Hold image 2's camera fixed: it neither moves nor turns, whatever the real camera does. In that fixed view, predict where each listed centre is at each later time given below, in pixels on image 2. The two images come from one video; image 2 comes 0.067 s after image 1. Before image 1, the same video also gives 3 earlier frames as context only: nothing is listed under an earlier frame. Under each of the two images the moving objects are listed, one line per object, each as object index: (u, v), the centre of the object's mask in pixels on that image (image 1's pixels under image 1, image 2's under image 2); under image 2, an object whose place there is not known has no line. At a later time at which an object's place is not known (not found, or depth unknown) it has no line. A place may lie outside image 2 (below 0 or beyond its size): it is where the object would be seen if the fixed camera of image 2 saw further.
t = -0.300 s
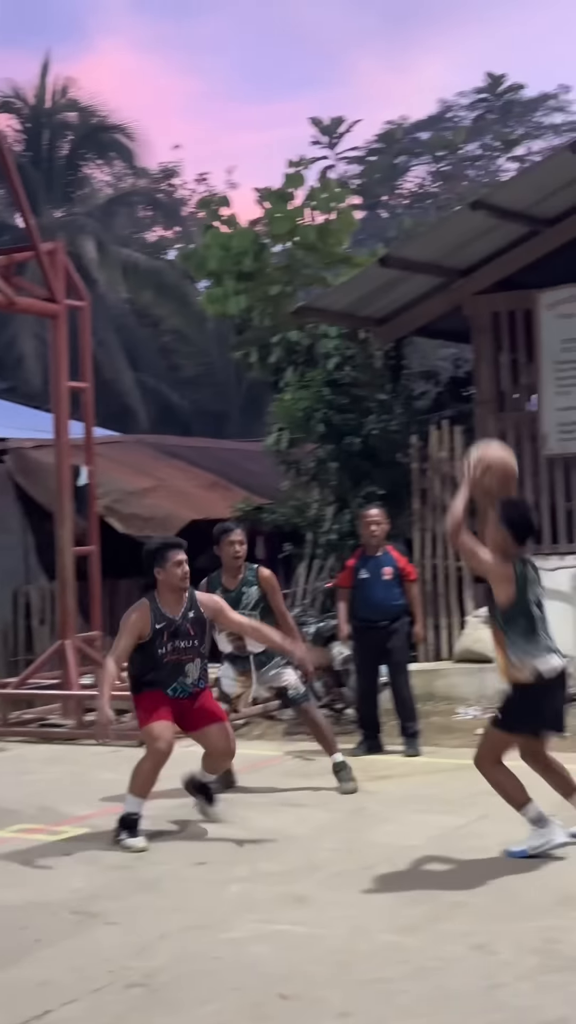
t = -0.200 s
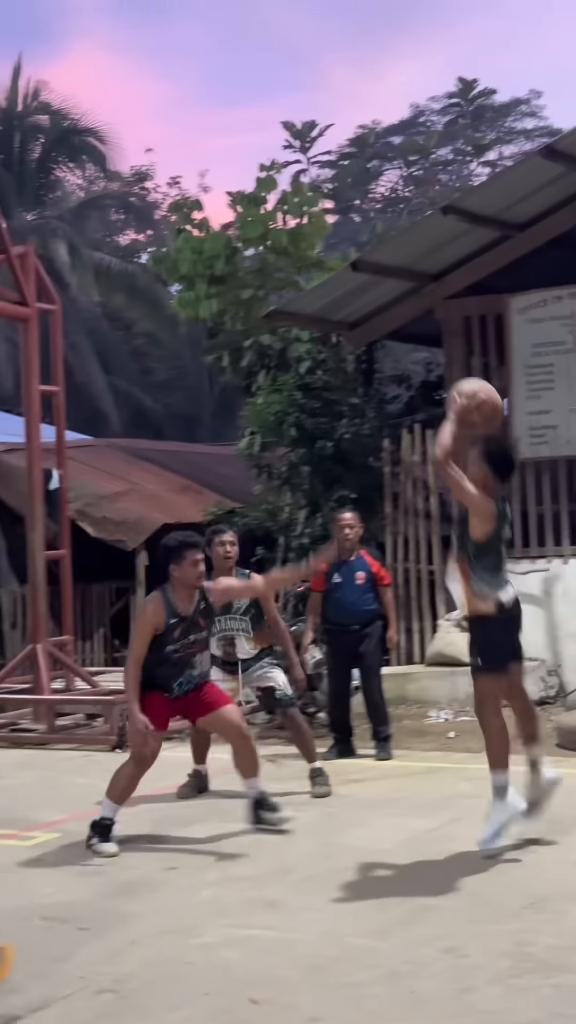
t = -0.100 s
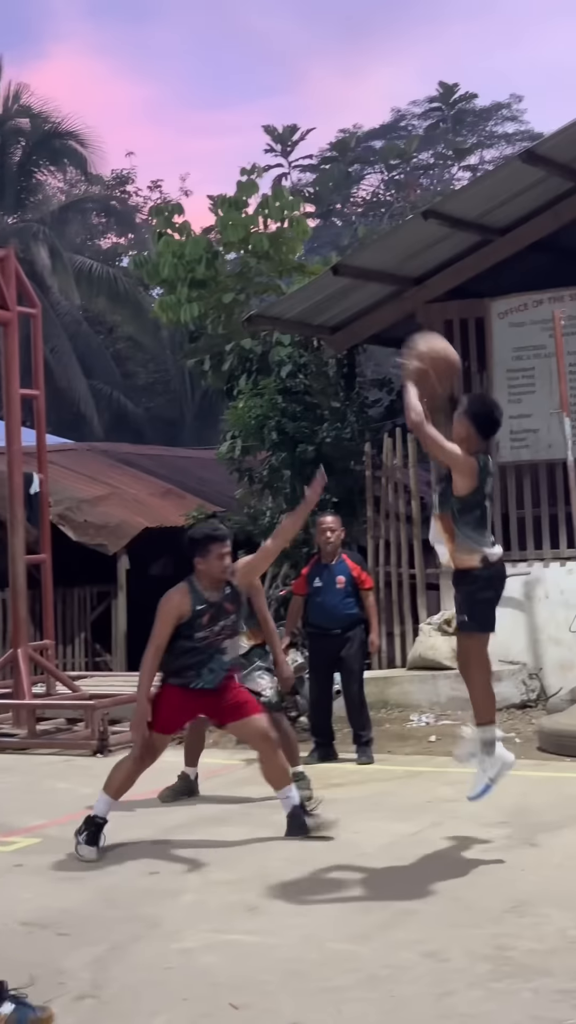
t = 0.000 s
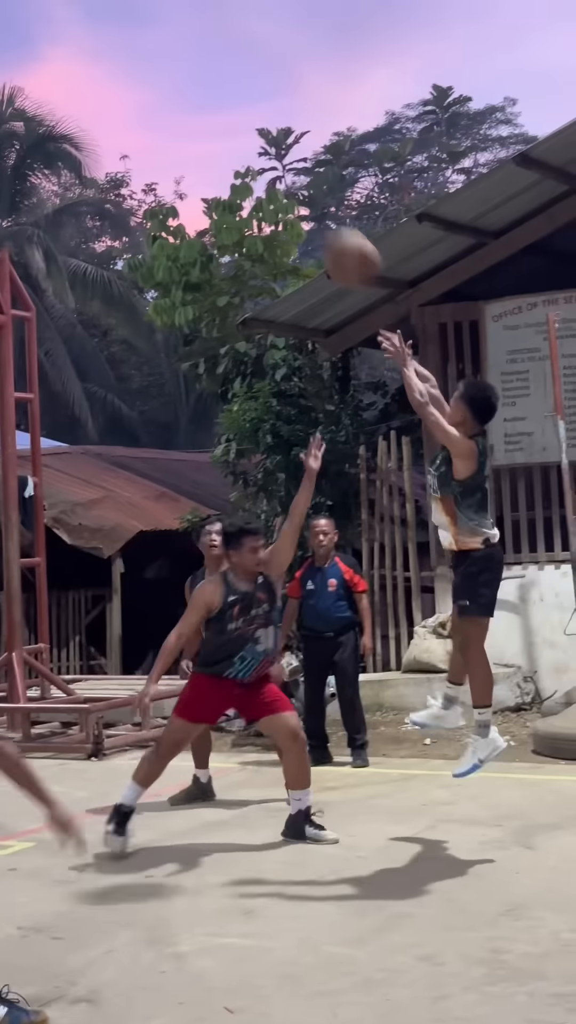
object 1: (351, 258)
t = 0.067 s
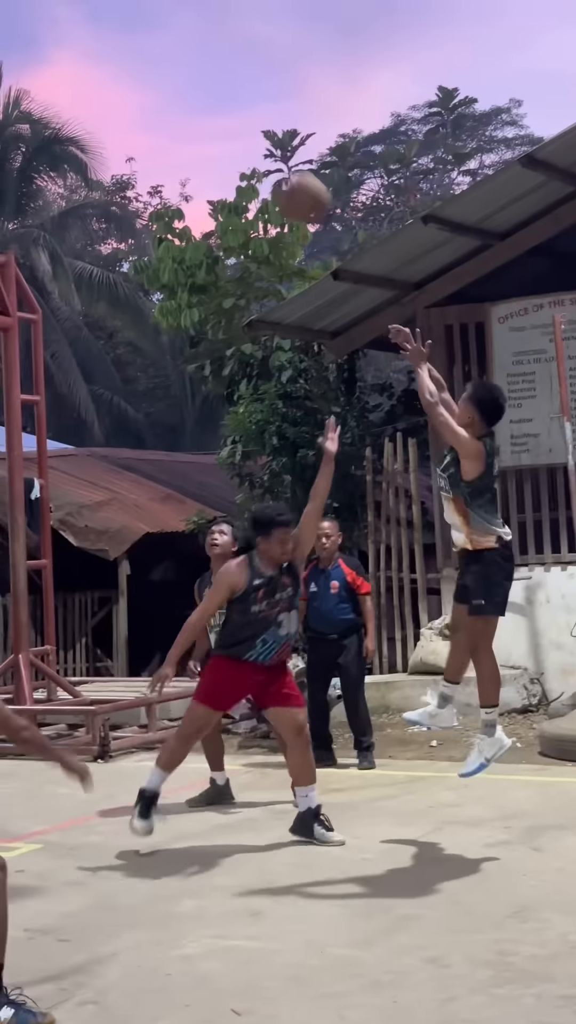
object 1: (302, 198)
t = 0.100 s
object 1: (276, 172)
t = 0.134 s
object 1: (251, 149)
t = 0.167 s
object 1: (226, 129)
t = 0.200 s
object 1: (203, 112)
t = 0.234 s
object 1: (181, 96)
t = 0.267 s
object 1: (159, 84)
